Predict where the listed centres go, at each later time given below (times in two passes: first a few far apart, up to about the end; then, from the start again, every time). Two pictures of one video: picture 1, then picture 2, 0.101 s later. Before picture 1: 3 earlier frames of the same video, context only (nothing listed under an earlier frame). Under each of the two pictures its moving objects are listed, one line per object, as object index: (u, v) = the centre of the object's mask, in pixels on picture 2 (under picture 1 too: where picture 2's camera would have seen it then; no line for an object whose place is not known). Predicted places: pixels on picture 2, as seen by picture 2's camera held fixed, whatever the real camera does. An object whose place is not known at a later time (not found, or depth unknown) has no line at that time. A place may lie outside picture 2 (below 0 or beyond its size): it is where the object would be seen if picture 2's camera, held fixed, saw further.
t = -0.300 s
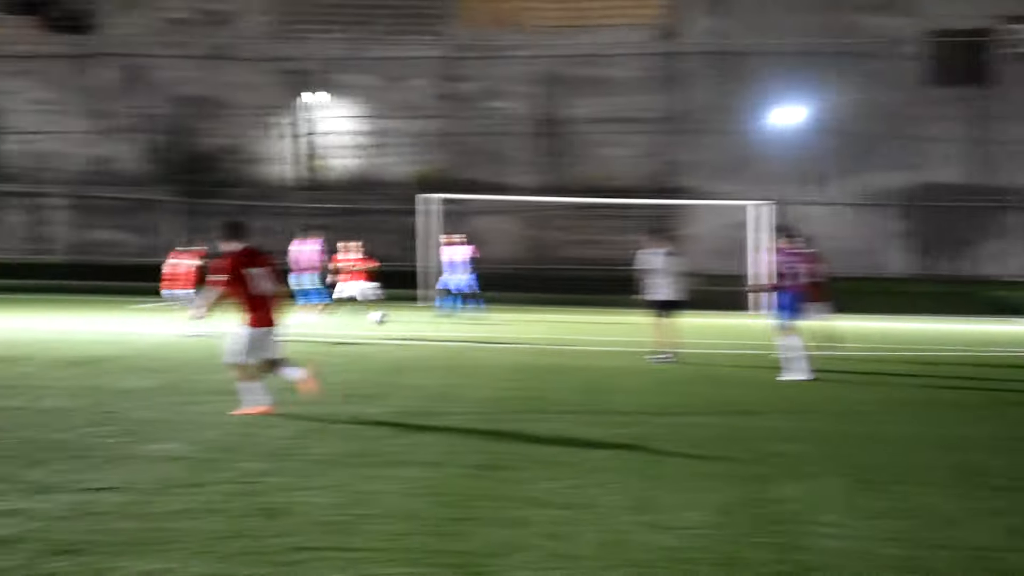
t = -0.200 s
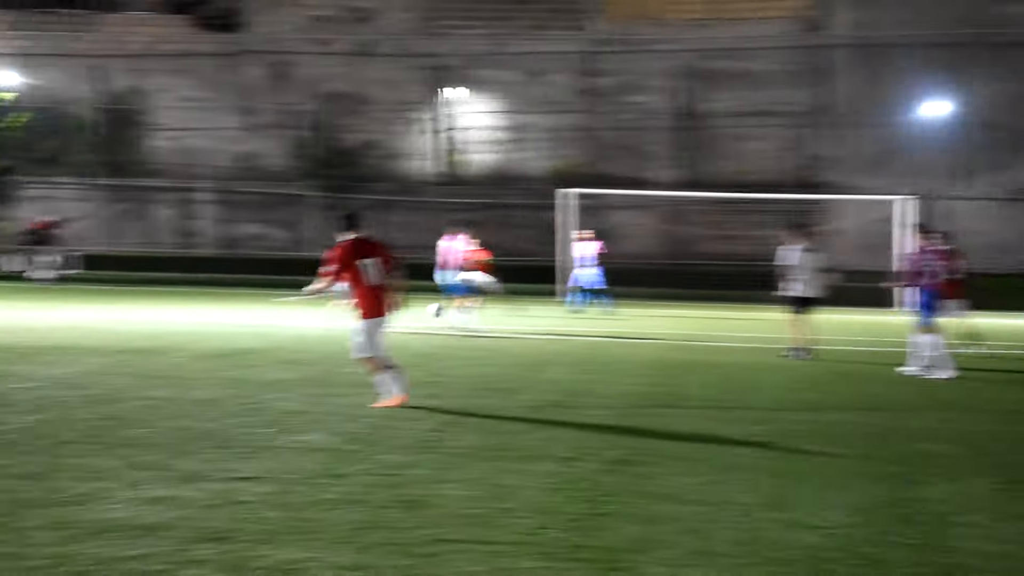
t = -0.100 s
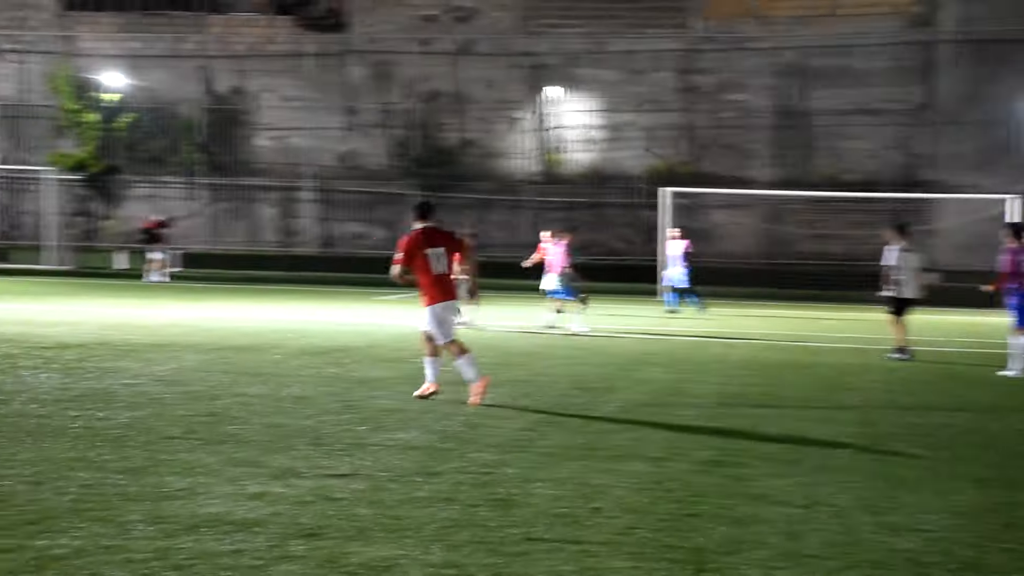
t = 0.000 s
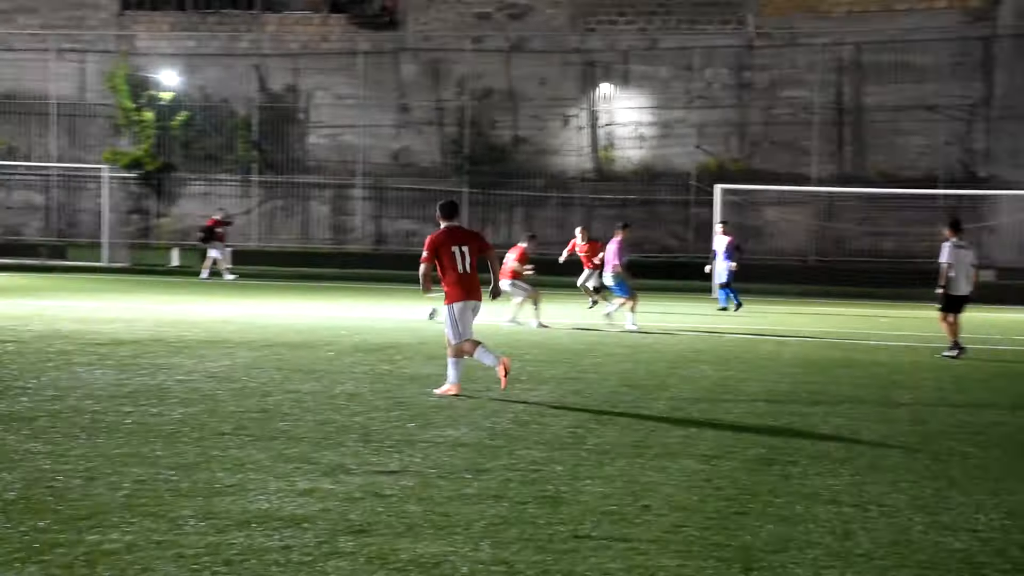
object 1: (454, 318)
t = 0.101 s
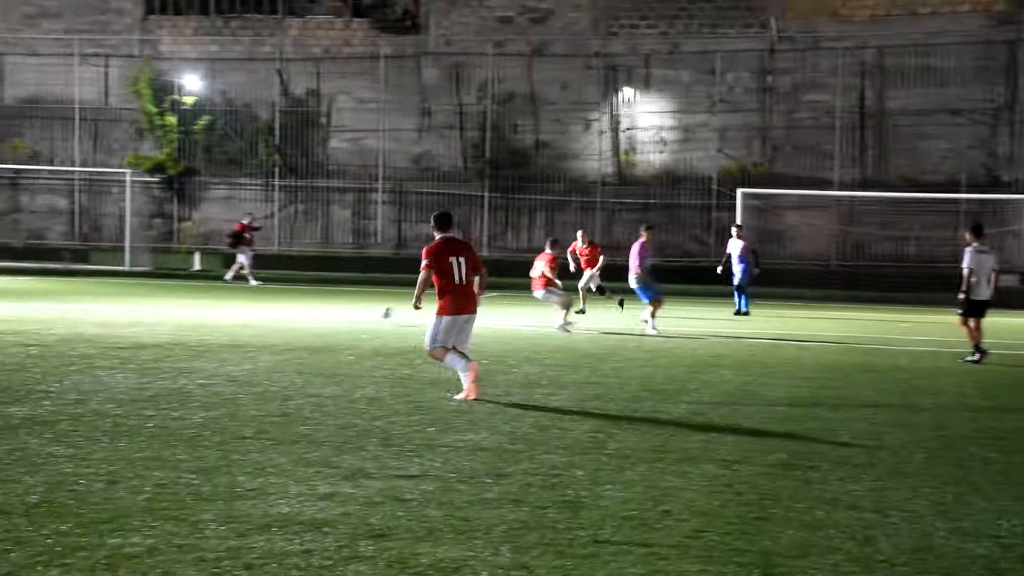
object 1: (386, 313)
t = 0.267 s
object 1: (283, 312)
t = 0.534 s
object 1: (133, 304)
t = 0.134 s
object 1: (364, 313)
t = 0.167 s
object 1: (343, 314)
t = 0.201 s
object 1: (322, 315)
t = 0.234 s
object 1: (302, 316)
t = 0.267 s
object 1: (283, 312)
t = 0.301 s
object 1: (263, 307)
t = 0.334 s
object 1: (244, 304)
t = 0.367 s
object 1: (226, 302)
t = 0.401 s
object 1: (206, 300)
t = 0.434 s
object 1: (188, 300)
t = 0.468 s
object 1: (169, 301)
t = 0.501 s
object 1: (151, 301)
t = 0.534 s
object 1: (133, 304)
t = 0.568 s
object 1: (116, 305)
